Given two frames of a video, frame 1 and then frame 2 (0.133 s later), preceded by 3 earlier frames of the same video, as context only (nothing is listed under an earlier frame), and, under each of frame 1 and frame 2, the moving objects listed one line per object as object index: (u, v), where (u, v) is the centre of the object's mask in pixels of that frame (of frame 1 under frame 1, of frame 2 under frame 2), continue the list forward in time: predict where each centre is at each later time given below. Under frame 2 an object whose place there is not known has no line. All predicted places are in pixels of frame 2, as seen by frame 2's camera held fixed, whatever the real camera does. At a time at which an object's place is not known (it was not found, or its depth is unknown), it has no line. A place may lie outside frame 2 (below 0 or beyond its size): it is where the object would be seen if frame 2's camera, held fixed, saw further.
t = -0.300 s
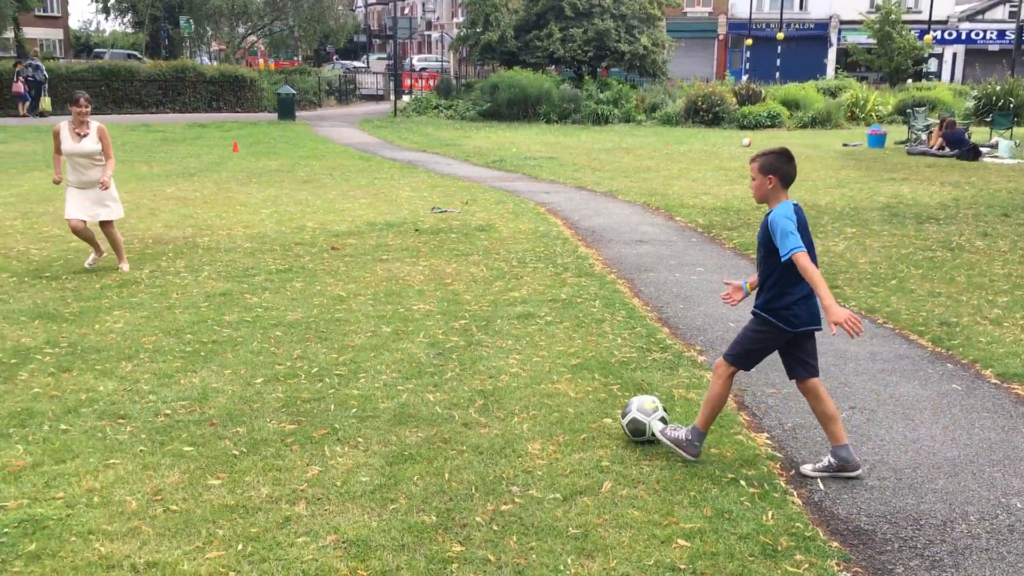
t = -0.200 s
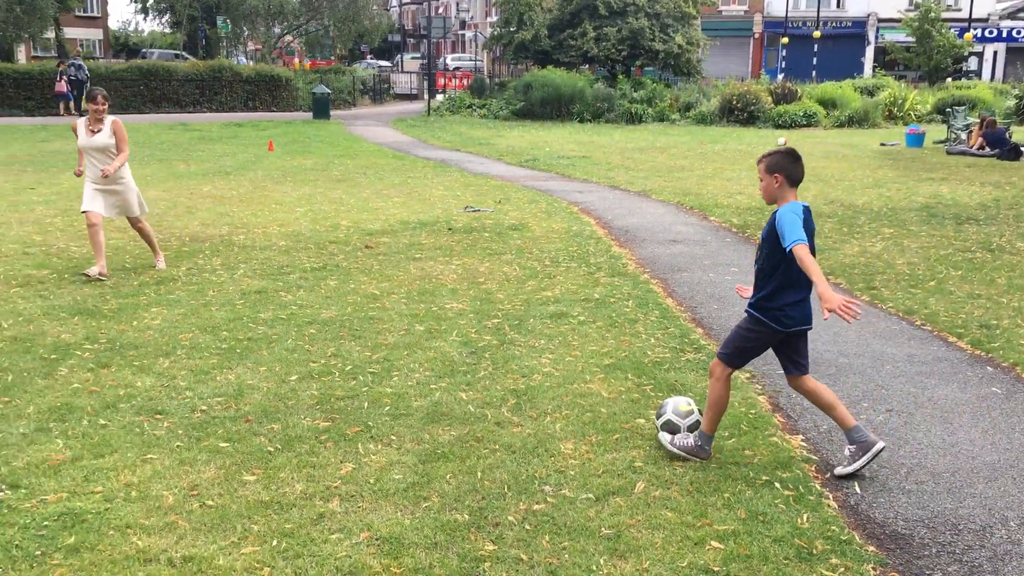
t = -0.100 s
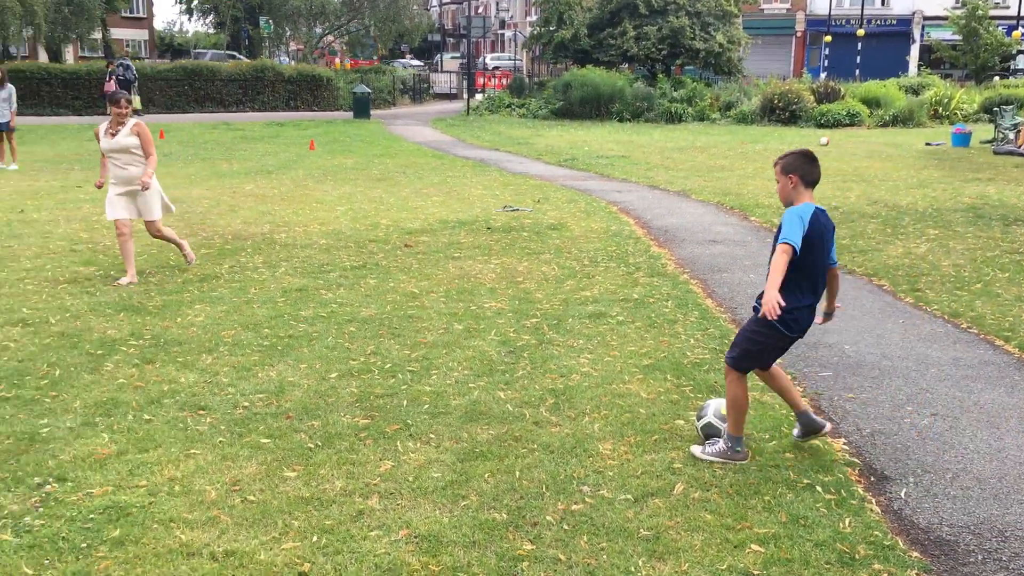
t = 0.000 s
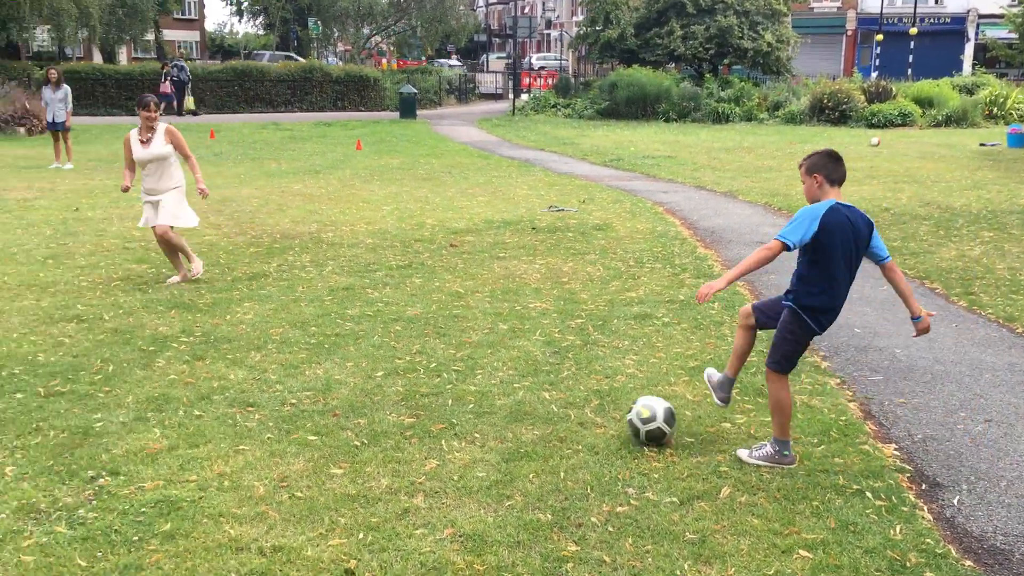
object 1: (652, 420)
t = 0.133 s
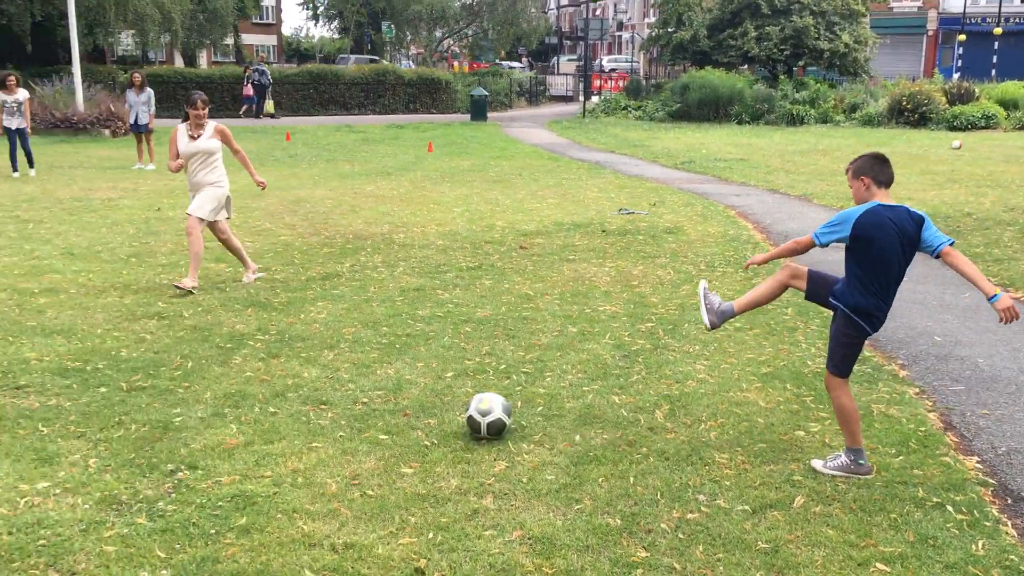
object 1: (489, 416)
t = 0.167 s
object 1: (438, 412)
